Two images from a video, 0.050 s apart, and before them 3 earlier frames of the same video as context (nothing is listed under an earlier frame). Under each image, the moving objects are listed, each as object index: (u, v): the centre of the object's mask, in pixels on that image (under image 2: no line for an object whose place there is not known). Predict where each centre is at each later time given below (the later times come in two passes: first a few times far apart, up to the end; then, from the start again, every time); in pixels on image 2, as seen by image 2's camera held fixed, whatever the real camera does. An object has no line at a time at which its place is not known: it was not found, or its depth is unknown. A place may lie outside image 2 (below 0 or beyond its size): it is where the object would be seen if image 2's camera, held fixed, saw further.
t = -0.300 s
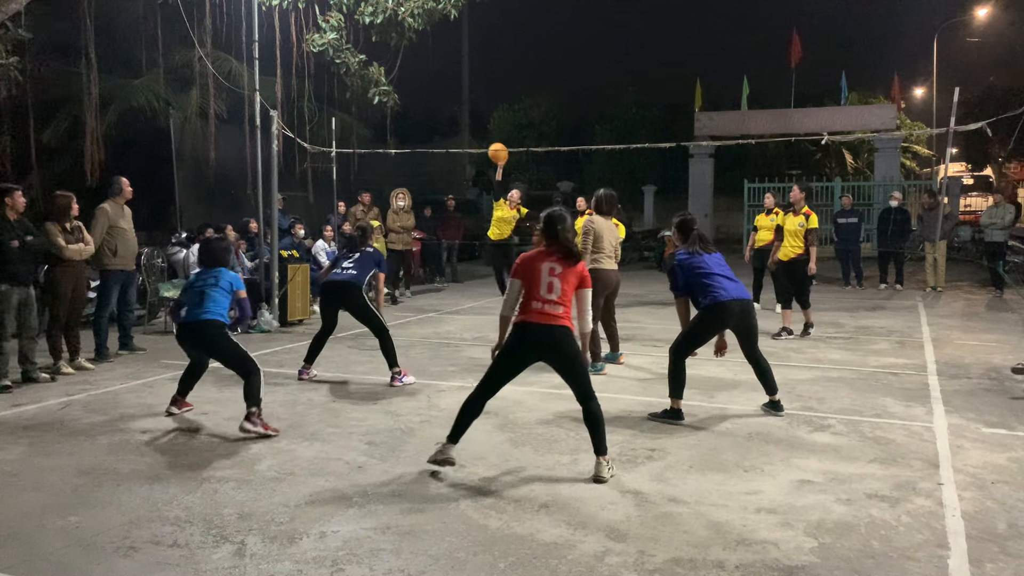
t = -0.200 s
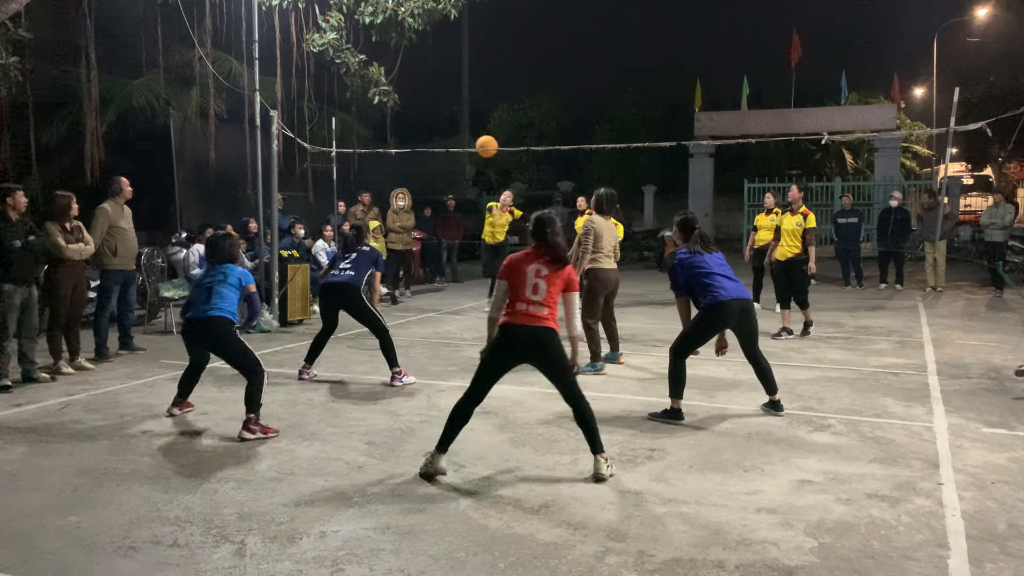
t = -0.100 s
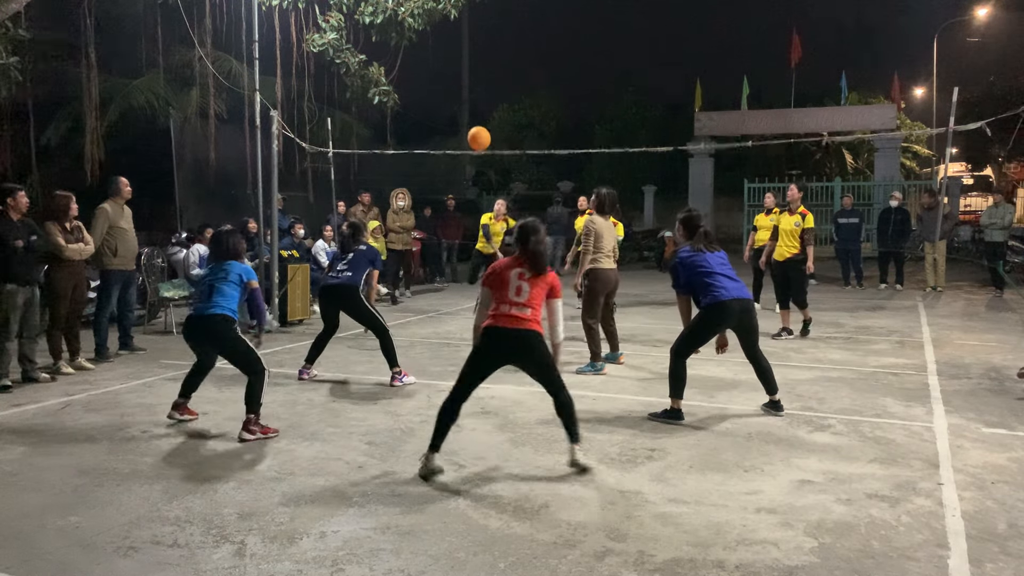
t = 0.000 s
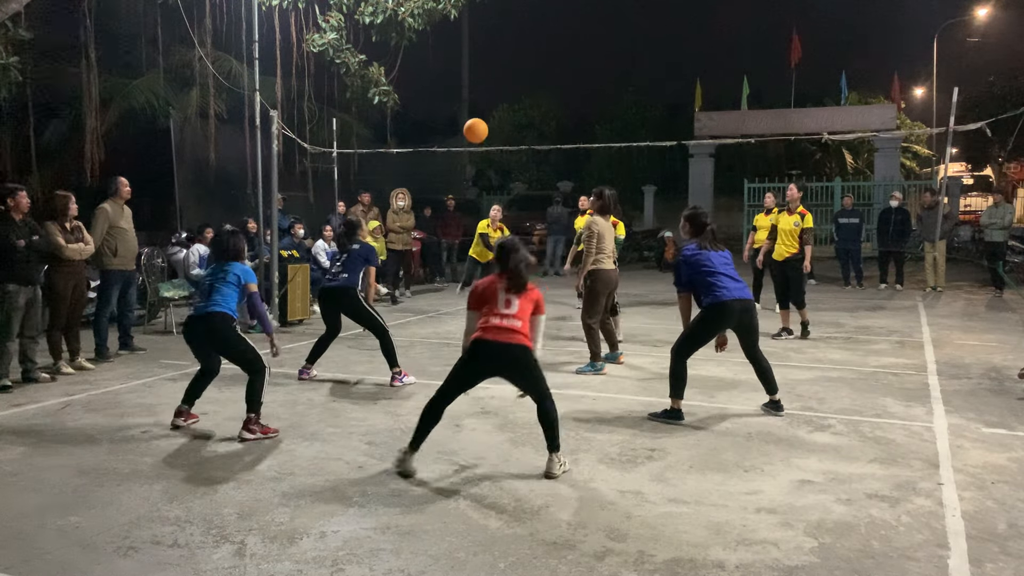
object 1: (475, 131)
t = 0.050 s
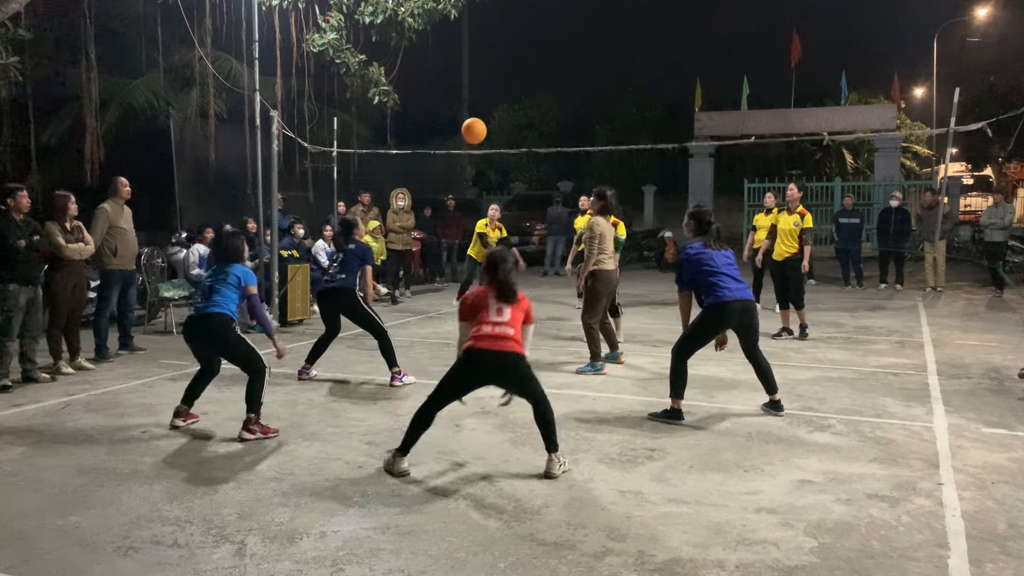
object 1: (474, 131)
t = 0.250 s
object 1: (466, 161)
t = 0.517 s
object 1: (454, 298)
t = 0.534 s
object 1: (453, 311)
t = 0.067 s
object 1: (473, 131)
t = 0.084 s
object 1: (473, 132)
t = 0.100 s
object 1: (472, 133)
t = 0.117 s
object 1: (471, 135)
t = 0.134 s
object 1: (471, 137)
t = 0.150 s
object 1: (470, 139)
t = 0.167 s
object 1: (470, 142)
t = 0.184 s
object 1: (469, 145)
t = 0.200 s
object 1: (468, 149)
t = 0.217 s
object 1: (468, 153)
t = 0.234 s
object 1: (467, 156)
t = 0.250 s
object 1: (466, 161)
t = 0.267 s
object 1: (466, 166)
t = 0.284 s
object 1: (465, 172)
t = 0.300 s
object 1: (464, 178)
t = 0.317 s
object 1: (463, 184)
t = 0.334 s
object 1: (462, 191)
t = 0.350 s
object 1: (462, 198)
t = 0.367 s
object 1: (461, 205)
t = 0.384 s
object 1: (460, 214)
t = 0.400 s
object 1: (459, 222)
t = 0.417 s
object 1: (458, 233)
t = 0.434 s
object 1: (458, 243)
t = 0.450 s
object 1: (457, 253)
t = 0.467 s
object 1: (456, 264)
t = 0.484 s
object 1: (456, 274)
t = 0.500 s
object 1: (455, 286)
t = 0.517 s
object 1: (454, 298)
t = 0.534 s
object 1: (453, 311)
